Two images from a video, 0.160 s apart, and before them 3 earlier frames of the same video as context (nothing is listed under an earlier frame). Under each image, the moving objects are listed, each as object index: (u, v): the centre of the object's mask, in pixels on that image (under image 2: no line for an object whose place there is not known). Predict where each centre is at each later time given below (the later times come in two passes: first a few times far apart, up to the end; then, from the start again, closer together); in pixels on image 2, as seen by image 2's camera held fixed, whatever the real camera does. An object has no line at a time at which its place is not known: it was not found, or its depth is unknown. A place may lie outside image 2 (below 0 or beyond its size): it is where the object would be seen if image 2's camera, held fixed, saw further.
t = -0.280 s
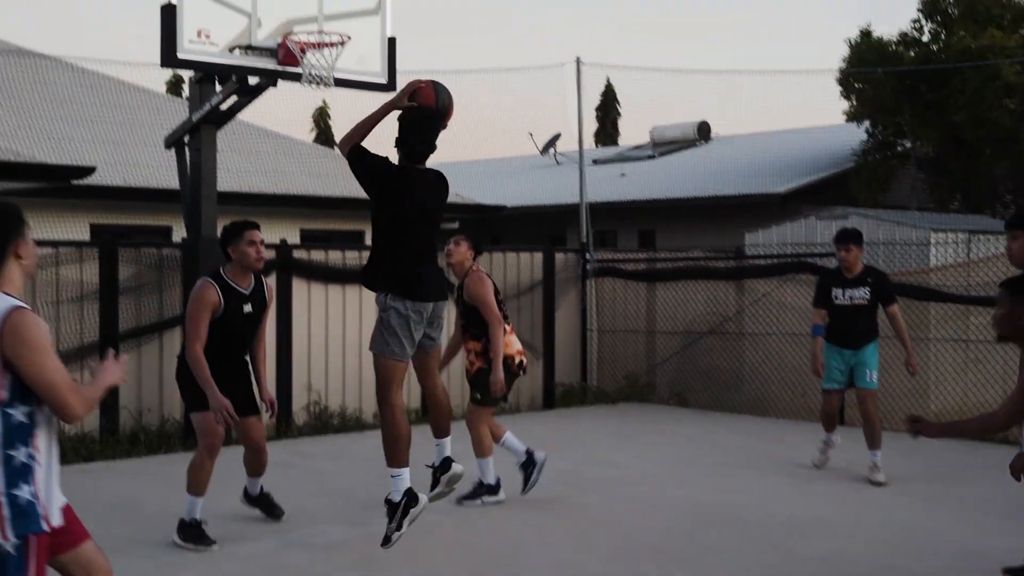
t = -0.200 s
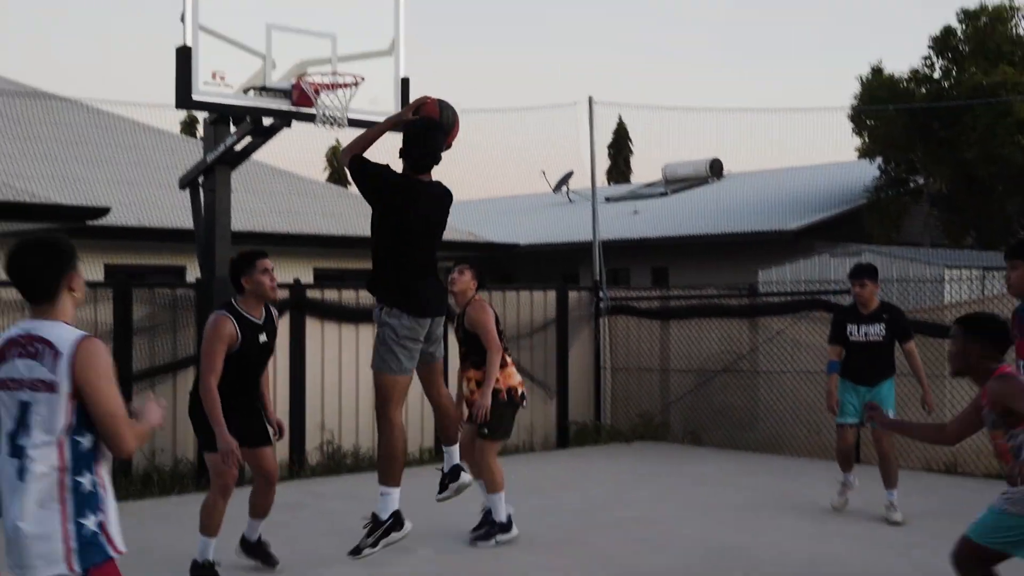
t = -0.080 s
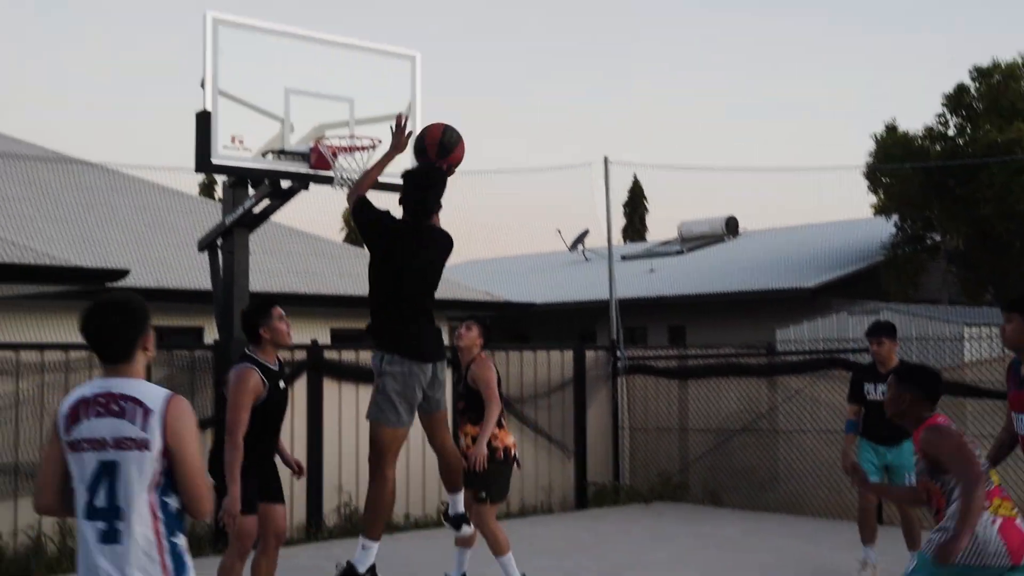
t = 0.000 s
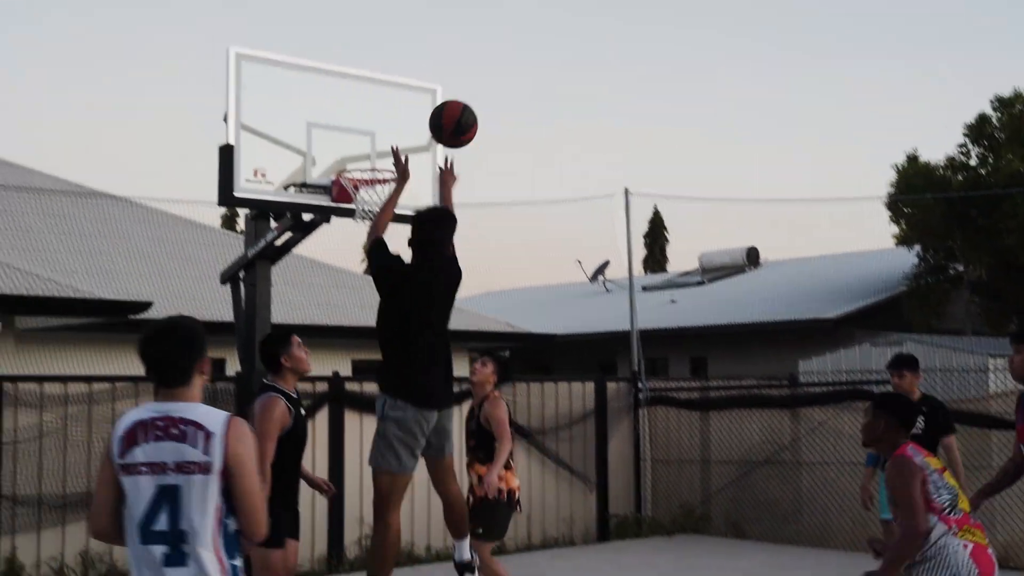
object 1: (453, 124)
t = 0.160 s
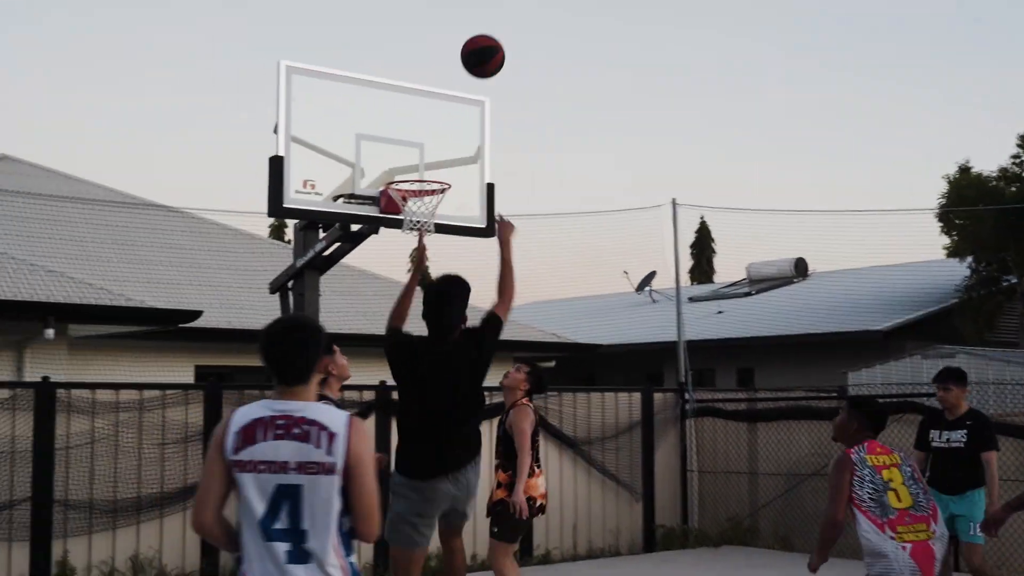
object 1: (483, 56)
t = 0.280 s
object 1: (472, 34)
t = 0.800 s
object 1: (434, 173)
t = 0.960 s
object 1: (405, 228)
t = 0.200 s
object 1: (478, 46)
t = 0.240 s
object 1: (475, 38)
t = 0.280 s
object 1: (472, 34)
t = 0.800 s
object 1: (434, 173)
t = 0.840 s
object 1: (430, 194)
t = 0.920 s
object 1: (414, 224)
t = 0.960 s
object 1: (405, 228)
